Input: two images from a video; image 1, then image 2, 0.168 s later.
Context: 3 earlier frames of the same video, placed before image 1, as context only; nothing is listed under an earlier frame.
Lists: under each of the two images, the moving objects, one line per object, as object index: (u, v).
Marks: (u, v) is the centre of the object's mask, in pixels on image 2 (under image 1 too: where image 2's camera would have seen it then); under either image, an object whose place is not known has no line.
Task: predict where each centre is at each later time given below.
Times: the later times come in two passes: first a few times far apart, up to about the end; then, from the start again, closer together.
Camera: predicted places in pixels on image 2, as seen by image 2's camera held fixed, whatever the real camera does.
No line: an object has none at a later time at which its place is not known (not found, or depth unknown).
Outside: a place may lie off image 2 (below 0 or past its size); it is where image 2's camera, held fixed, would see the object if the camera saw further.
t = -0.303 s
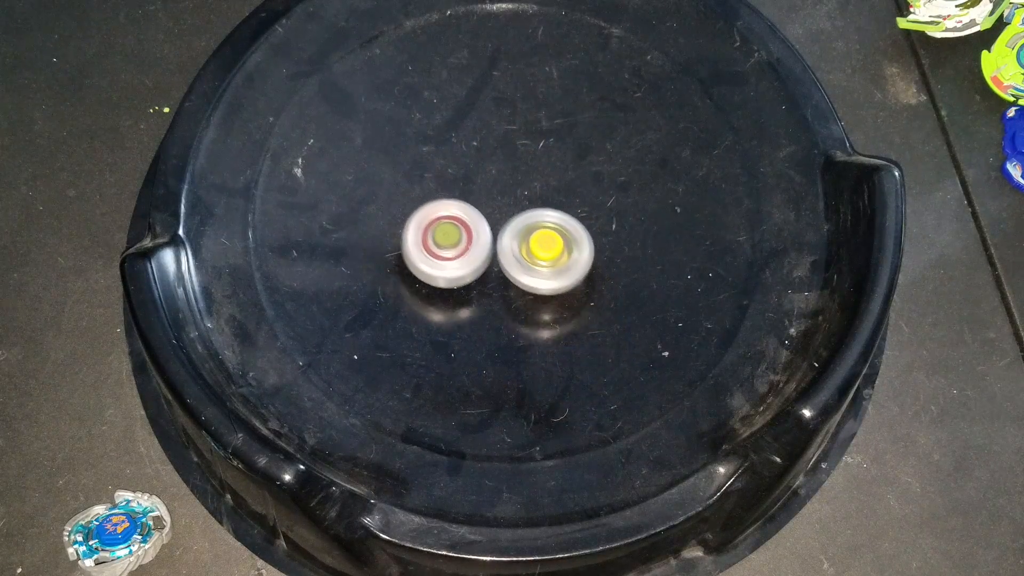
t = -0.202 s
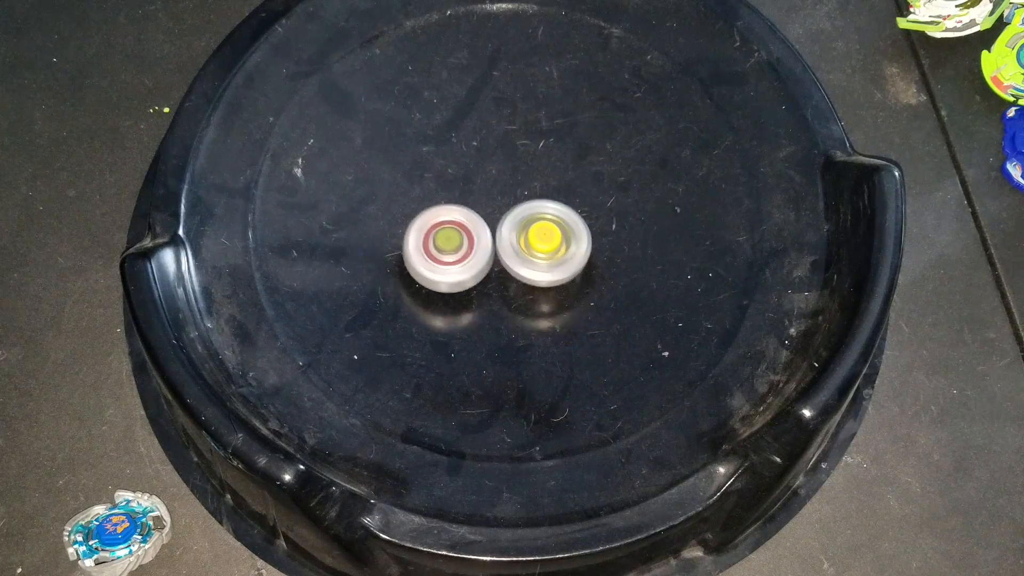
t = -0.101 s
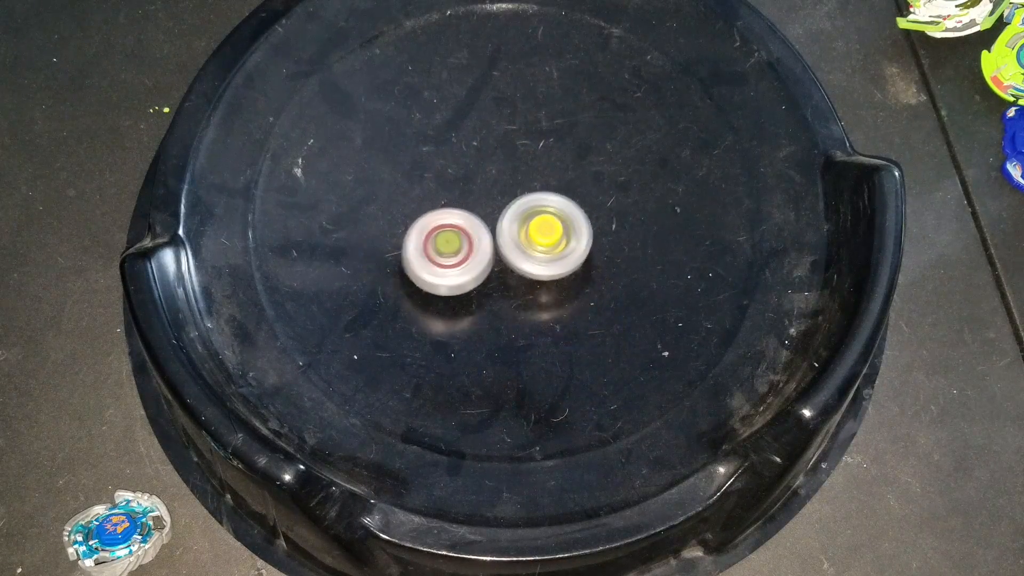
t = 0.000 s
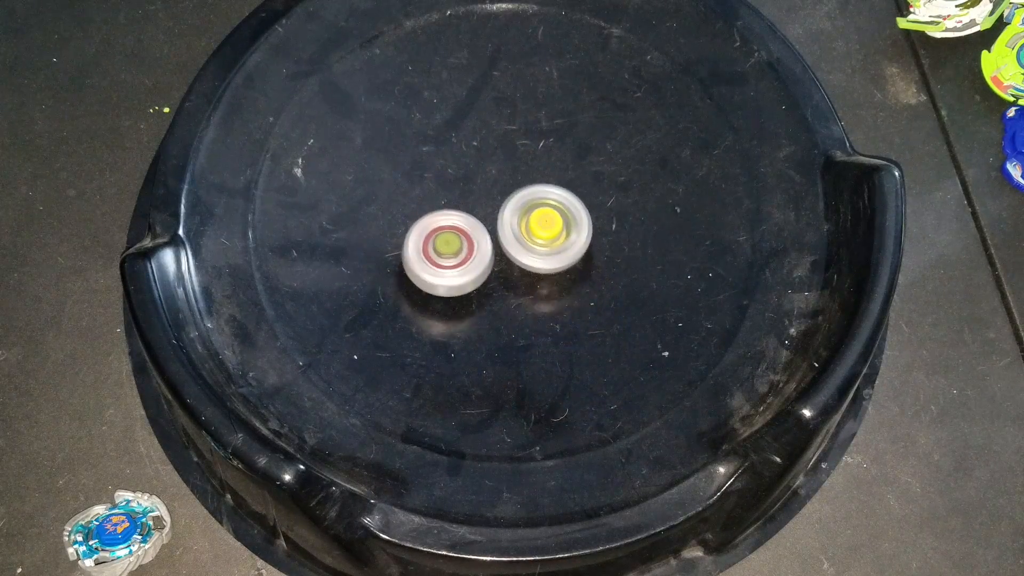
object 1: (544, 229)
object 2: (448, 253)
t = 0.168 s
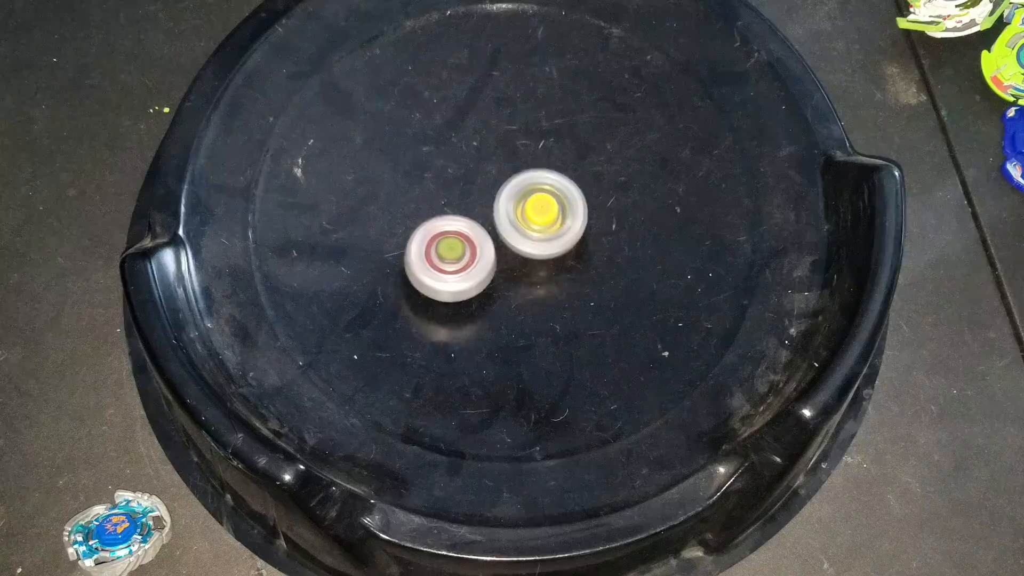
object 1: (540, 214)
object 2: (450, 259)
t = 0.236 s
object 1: (538, 210)
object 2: (452, 260)
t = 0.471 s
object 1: (530, 196)
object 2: (466, 261)
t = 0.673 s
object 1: (561, 159)
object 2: (435, 306)
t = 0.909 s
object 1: (546, 166)
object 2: (465, 303)
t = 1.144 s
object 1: (535, 183)
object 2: (499, 282)
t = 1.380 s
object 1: (529, 174)
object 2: (513, 296)
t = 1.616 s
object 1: (505, 187)
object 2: (535, 292)
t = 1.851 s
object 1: (479, 185)
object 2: (559, 303)
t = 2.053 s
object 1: (466, 202)
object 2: (561, 289)
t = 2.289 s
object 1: (457, 216)
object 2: (554, 265)
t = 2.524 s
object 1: (447, 223)
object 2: (543, 235)
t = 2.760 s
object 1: (438, 229)
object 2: (552, 211)
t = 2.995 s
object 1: (449, 234)
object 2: (546, 203)
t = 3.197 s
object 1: (455, 234)
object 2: (543, 205)
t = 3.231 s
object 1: (446, 237)
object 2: (554, 201)
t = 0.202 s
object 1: (539, 211)
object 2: (451, 259)
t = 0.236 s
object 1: (538, 210)
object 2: (452, 260)
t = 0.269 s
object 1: (537, 208)
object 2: (454, 261)
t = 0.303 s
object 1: (535, 206)
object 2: (456, 261)
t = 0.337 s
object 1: (534, 204)
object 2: (457, 261)
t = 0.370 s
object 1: (533, 202)
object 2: (459, 262)
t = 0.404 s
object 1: (533, 200)
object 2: (462, 262)
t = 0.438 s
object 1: (532, 197)
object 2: (464, 261)
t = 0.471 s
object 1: (530, 196)
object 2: (466, 261)
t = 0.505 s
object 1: (532, 194)
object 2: (464, 265)
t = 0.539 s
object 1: (545, 180)
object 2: (450, 280)
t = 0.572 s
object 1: (556, 169)
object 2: (437, 293)
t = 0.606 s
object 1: (562, 163)
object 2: (432, 301)
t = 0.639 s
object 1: (562, 160)
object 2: (432, 304)
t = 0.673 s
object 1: (561, 159)
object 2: (435, 306)
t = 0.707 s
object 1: (559, 159)
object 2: (440, 306)
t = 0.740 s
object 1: (557, 159)
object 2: (444, 307)
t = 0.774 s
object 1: (555, 160)
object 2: (448, 307)
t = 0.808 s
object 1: (552, 161)
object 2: (452, 306)
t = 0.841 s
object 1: (550, 162)
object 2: (456, 305)
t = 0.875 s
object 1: (548, 164)
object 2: (461, 304)
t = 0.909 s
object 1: (546, 166)
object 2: (465, 303)
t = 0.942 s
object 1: (544, 168)
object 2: (470, 301)
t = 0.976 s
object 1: (542, 170)
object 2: (475, 299)
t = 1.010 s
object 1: (540, 172)
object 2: (479, 296)
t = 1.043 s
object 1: (539, 175)
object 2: (484, 293)
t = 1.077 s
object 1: (537, 178)
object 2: (489, 290)
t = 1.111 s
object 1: (536, 181)
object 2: (494, 286)
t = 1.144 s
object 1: (535, 183)
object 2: (499, 282)
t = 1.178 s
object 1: (533, 186)
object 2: (503, 278)
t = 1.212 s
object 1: (531, 188)
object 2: (507, 276)
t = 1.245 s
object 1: (534, 178)
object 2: (506, 286)
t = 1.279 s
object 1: (536, 170)
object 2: (505, 296)
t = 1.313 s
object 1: (535, 169)
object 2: (506, 299)
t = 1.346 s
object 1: (532, 171)
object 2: (510, 298)
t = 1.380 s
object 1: (529, 174)
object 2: (513, 296)
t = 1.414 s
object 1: (525, 177)
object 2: (518, 293)
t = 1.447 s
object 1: (520, 179)
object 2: (522, 290)
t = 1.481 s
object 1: (517, 183)
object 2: (525, 287)
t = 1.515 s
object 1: (514, 187)
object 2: (527, 285)
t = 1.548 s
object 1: (512, 191)
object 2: (529, 282)
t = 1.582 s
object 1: (509, 194)
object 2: (530, 281)
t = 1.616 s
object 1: (505, 187)
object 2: (535, 292)
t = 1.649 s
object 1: (500, 177)
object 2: (541, 305)
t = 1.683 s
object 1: (496, 173)
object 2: (546, 310)
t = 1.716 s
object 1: (494, 174)
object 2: (550, 311)
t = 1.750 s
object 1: (490, 176)
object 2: (553, 310)
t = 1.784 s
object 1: (487, 179)
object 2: (556, 308)
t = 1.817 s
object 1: (483, 182)
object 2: (558, 306)
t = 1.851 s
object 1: (479, 185)
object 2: (559, 303)
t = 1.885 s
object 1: (476, 187)
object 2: (560, 301)
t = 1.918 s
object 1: (474, 190)
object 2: (561, 299)
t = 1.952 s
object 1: (472, 193)
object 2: (561, 296)
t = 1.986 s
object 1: (470, 196)
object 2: (561, 294)
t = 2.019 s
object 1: (468, 199)
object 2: (561, 291)
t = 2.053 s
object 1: (466, 202)
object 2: (561, 289)
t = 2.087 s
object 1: (464, 204)
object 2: (561, 286)
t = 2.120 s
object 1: (463, 206)
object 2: (560, 282)
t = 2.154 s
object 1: (461, 208)
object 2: (560, 279)
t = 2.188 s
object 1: (460, 211)
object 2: (558, 276)
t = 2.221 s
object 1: (459, 213)
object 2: (557, 272)
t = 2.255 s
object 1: (458, 215)
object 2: (555, 268)
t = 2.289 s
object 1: (457, 216)
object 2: (554, 265)
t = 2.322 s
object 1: (456, 218)
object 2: (552, 261)
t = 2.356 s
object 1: (455, 219)
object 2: (549, 257)
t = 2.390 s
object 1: (455, 220)
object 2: (546, 253)
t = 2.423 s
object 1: (453, 221)
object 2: (545, 248)
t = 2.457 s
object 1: (448, 221)
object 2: (546, 244)
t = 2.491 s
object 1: (447, 222)
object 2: (545, 240)
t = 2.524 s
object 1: (447, 223)
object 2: (543, 235)
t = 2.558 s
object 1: (447, 225)
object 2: (542, 231)
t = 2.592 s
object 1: (446, 226)
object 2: (542, 228)
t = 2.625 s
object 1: (446, 227)
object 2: (541, 224)
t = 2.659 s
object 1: (440, 227)
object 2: (547, 221)
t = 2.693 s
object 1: (437, 228)
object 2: (551, 217)
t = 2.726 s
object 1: (437, 228)
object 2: (552, 214)
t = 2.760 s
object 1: (438, 229)
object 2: (552, 211)
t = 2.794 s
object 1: (439, 230)
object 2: (552, 209)
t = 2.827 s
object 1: (440, 231)
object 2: (553, 207)
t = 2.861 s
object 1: (441, 231)
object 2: (553, 206)
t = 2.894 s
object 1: (443, 232)
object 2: (551, 206)
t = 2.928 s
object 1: (444, 233)
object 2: (550, 206)
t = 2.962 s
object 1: (446, 234)
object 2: (548, 205)
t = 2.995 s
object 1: (449, 234)
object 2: (546, 203)
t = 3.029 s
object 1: (451, 234)
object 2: (544, 203)
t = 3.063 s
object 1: (453, 234)
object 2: (542, 204)
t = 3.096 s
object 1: (454, 234)
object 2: (541, 204)
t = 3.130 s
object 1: (453, 235)
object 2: (544, 204)
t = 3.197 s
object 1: (455, 234)
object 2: (543, 205)
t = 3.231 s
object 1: (446, 237)
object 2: (554, 201)
